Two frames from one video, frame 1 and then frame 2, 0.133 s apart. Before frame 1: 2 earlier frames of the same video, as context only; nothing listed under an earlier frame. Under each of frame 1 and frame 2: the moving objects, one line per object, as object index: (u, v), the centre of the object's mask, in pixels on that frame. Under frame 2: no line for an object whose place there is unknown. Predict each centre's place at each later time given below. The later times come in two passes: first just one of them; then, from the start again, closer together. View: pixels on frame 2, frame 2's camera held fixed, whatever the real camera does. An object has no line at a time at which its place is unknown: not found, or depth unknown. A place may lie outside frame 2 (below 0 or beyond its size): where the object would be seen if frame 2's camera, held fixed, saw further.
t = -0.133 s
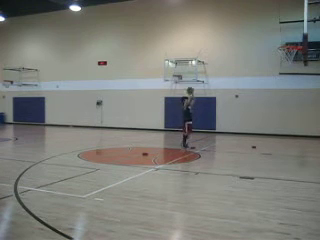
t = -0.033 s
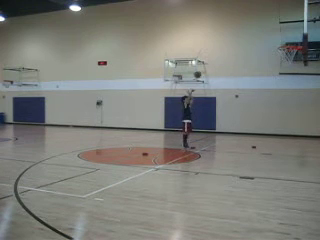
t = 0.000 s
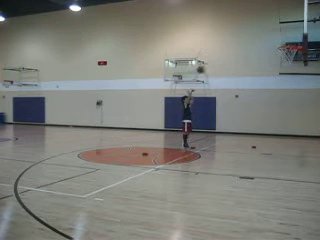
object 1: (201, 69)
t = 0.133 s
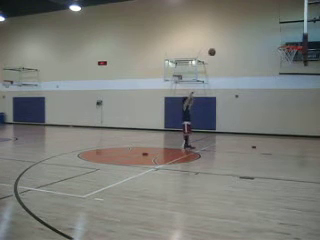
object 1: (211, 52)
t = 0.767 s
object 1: (276, 39)
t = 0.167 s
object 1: (214, 48)
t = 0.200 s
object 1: (217, 45)
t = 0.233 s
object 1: (220, 42)
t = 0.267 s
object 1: (223, 39)
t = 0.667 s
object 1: (265, 32)
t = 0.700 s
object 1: (268, 34)
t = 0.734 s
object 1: (272, 36)
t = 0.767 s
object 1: (276, 39)
